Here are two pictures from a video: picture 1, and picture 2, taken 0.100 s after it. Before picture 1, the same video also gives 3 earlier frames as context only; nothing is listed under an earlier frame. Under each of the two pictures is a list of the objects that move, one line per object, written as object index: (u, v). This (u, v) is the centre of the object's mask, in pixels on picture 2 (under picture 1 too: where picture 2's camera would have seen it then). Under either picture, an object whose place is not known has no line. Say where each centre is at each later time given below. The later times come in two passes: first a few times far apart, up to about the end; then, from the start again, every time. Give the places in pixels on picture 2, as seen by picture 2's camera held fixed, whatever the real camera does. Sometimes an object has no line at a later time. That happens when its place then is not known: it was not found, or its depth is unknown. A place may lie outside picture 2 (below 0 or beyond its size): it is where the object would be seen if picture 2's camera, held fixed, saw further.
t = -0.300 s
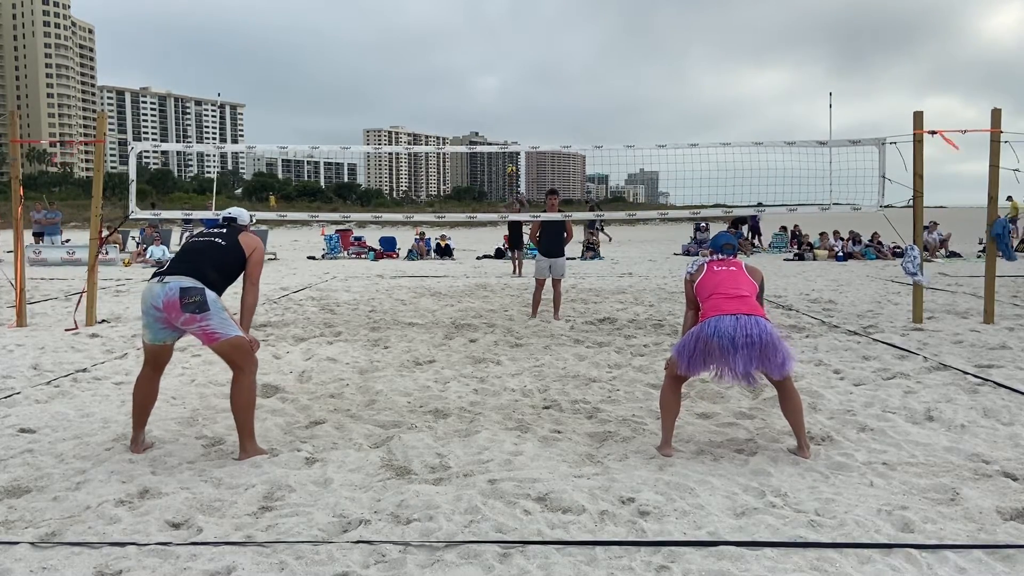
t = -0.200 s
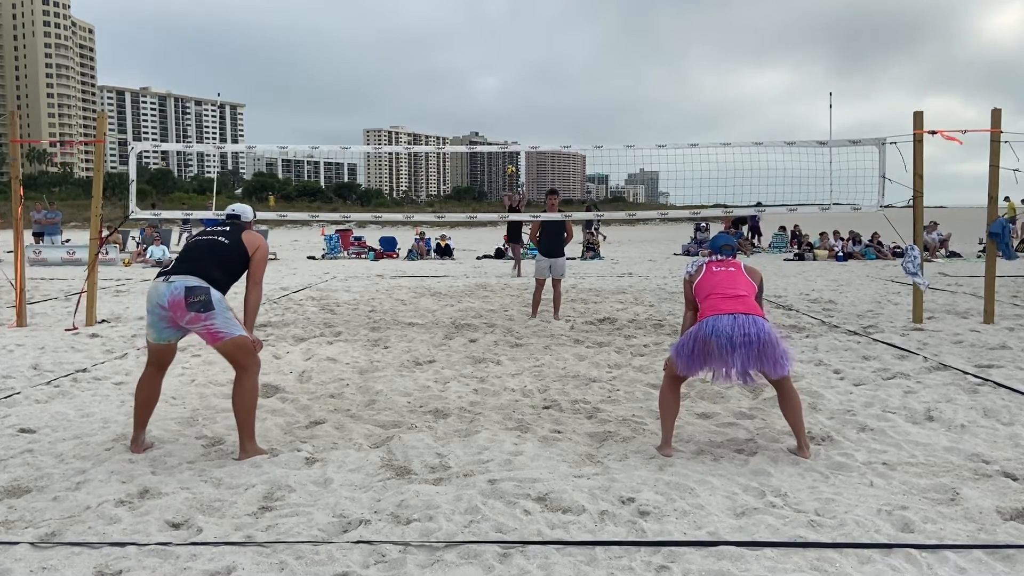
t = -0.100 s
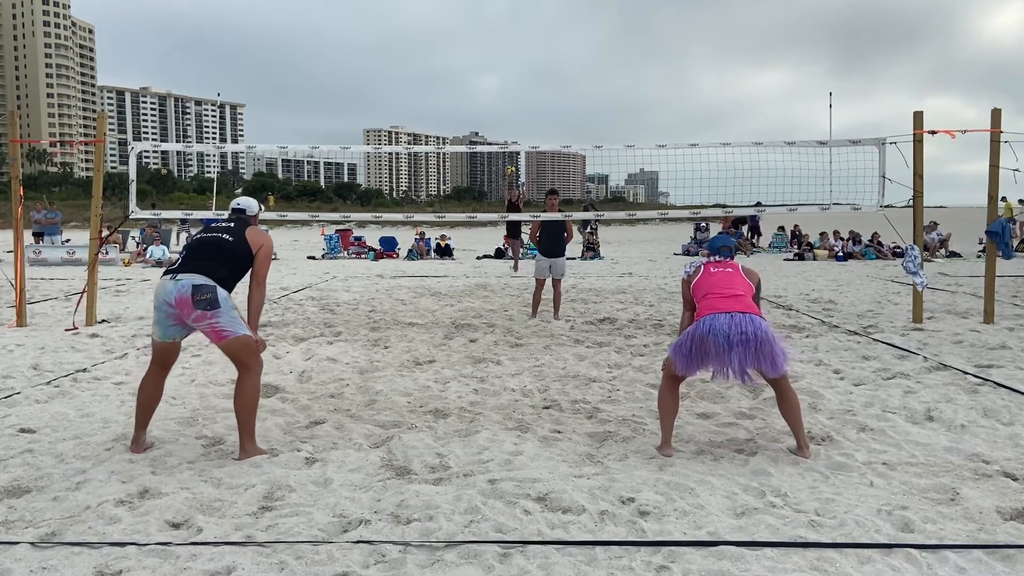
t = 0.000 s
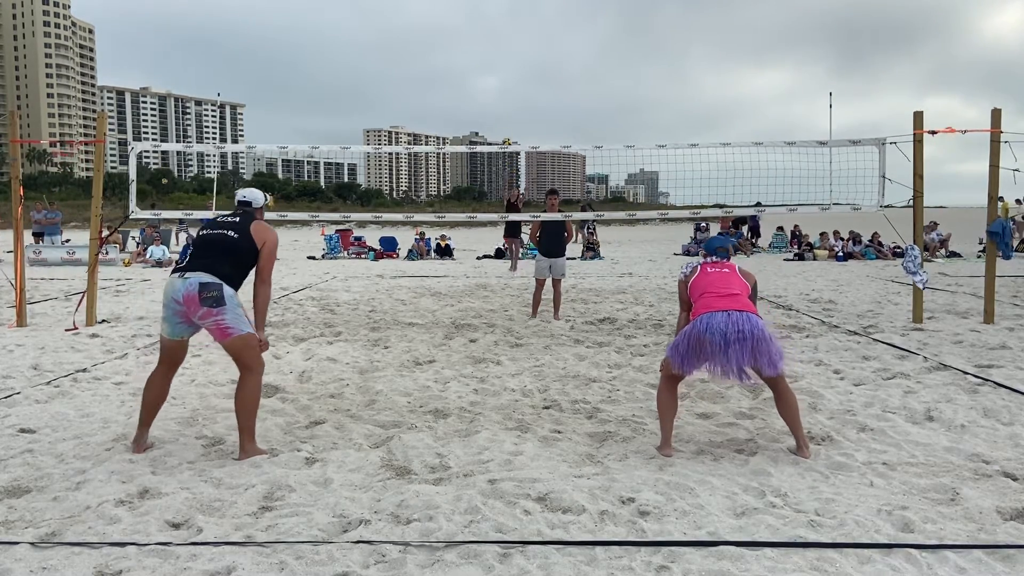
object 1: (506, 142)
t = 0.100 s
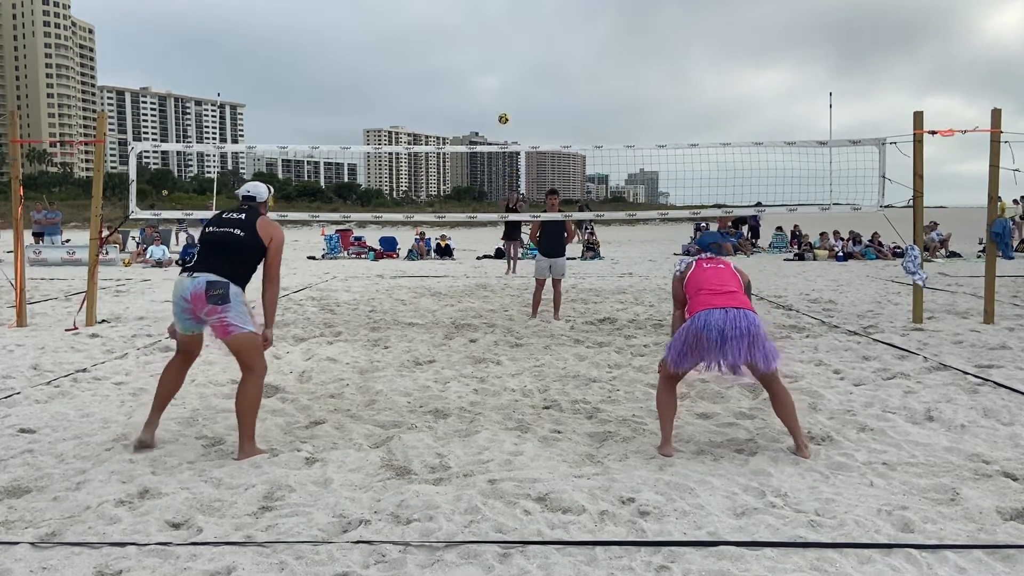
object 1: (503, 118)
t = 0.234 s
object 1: (498, 91)
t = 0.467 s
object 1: (489, 59)
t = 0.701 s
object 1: (478, 55)
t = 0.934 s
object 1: (462, 93)
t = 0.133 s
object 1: (502, 111)
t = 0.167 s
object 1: (501, 104)
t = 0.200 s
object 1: (500, 97)
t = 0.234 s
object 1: (498, 91)
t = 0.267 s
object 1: (497, 85)
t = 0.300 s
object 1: (496, 79)
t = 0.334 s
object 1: (495, 74)
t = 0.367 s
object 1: (494, 70)
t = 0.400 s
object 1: (492, 65)
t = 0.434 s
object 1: (491, 62)
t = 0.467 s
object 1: (489, 59)
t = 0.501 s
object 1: (488, 56)
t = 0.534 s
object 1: (486, 54)
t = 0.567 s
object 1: (485, 53)
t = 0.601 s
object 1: (483, 52)
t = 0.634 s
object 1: (481, 52)
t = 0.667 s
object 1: (480, 53)
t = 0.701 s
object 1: (478, 55)
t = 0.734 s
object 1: (476, 57)
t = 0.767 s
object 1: (474, 61)
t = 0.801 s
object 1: (471, 65)
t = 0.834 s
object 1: (469, 70)
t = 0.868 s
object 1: (467, 77)
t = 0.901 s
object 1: (465, 85)
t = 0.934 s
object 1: (462, 93)
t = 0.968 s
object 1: (460, 104)
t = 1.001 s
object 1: (457, 115)
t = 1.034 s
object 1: (454, 128)
